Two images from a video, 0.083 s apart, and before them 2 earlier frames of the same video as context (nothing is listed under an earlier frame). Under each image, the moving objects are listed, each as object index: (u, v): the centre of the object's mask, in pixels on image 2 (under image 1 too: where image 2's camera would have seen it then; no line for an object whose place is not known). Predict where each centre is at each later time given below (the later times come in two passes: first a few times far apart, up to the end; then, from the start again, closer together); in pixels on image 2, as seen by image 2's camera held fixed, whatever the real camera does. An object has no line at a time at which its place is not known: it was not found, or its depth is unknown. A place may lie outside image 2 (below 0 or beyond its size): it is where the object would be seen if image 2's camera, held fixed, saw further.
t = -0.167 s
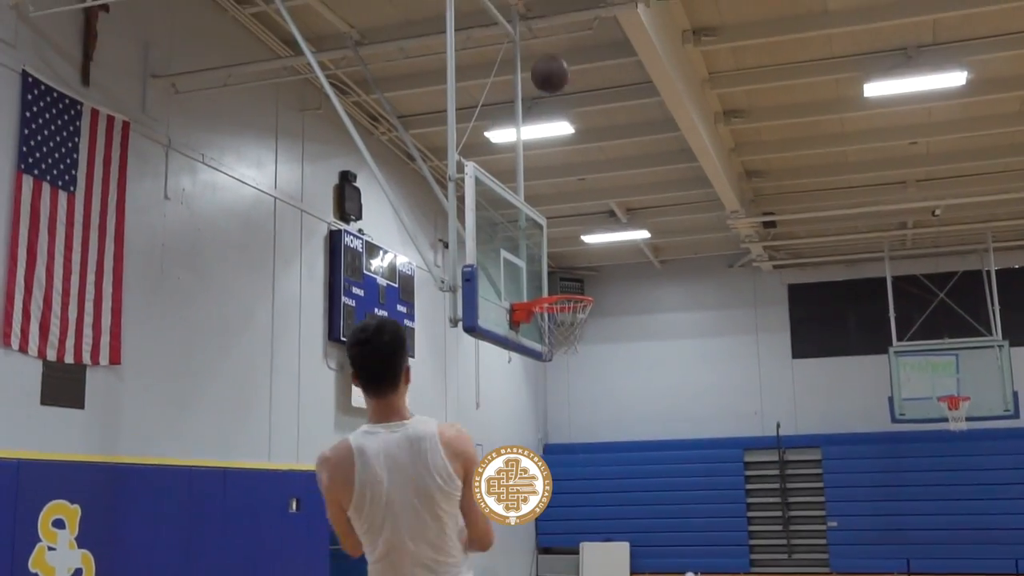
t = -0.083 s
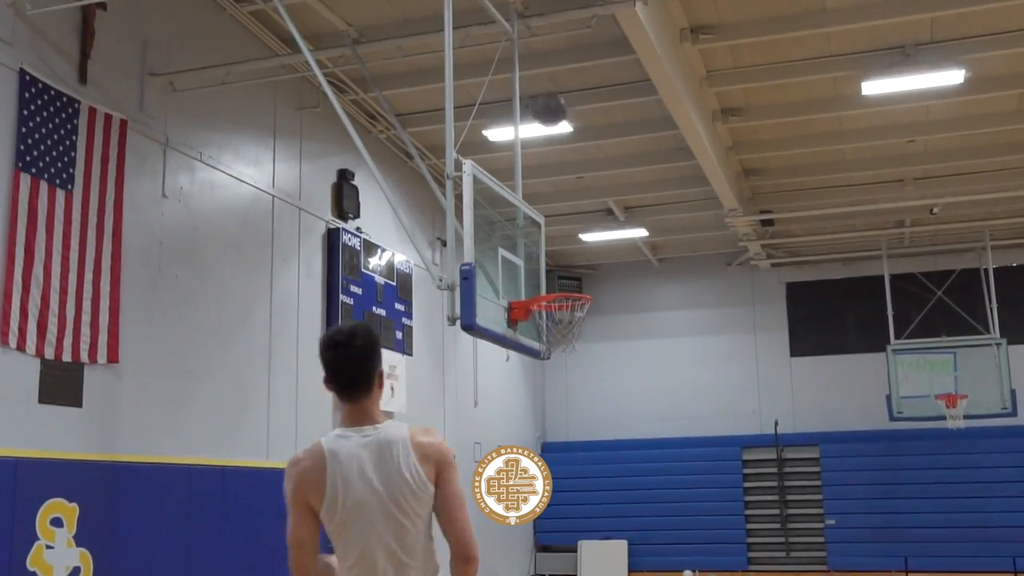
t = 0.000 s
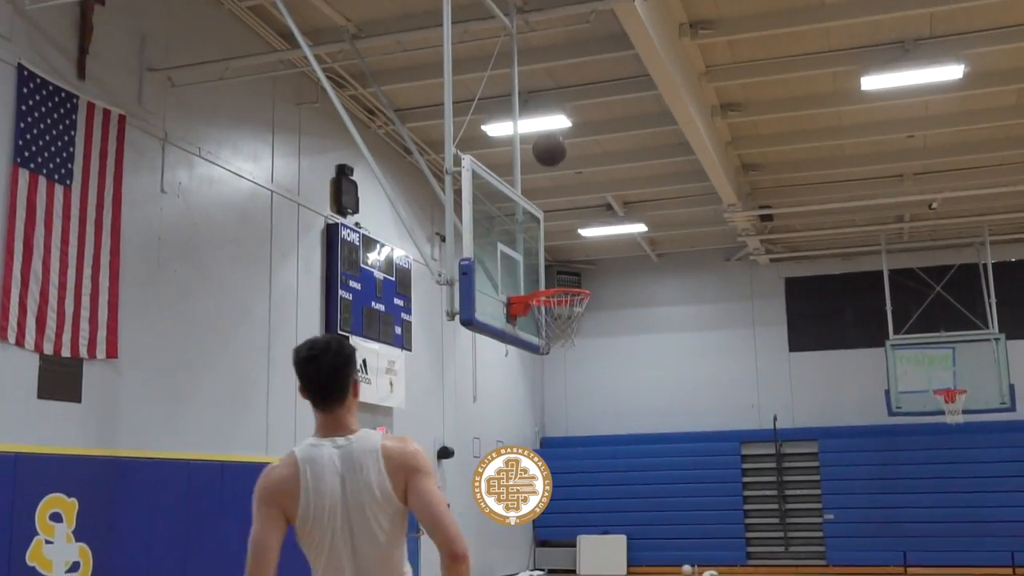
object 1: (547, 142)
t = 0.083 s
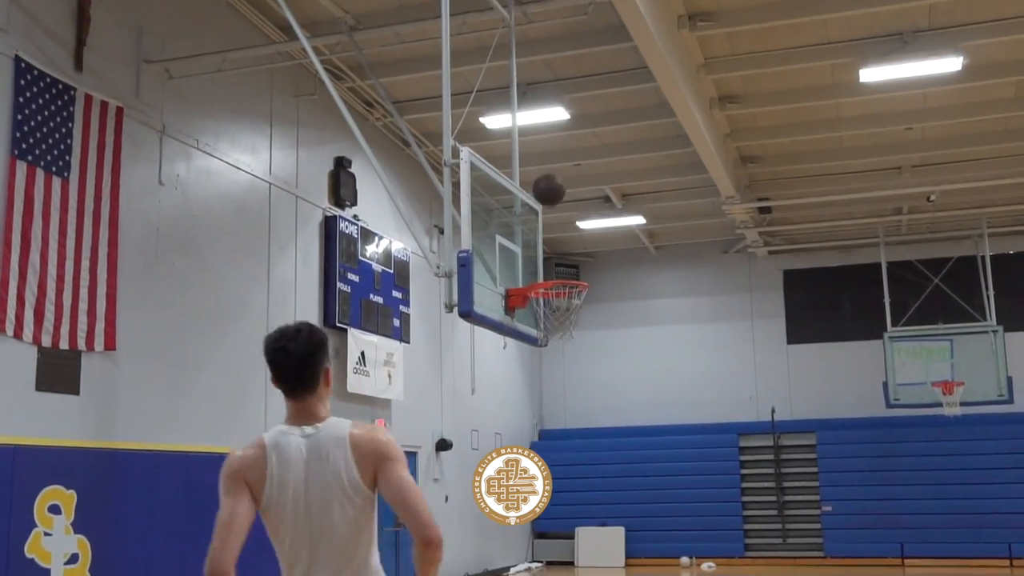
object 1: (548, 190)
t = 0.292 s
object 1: (551, 306)
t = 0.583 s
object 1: (575, 420)
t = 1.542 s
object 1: (599, 395)
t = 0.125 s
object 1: (549, 216)
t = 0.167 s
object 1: (549, 243)
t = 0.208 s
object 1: (550, 269)
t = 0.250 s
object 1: (552, 289)
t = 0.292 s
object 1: (551, 306)
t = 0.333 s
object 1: (559, 325)
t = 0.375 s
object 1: (560, 335)
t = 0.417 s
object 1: (563, 345)
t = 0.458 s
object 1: (566, 360)
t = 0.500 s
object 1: (569, 378)
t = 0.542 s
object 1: (572, 397)
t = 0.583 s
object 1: (575, 420)
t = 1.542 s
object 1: (599, 395)
